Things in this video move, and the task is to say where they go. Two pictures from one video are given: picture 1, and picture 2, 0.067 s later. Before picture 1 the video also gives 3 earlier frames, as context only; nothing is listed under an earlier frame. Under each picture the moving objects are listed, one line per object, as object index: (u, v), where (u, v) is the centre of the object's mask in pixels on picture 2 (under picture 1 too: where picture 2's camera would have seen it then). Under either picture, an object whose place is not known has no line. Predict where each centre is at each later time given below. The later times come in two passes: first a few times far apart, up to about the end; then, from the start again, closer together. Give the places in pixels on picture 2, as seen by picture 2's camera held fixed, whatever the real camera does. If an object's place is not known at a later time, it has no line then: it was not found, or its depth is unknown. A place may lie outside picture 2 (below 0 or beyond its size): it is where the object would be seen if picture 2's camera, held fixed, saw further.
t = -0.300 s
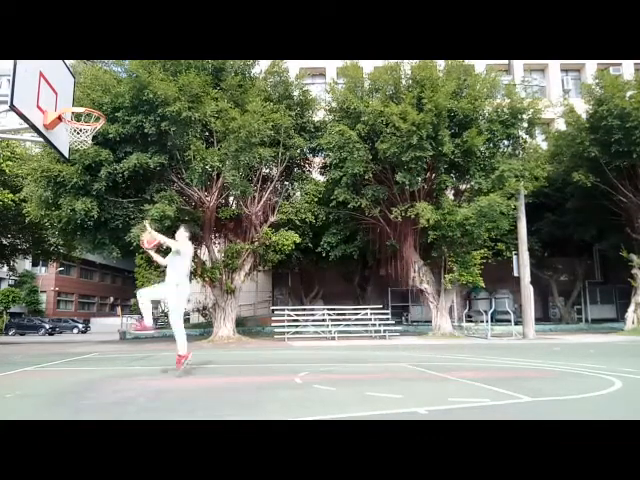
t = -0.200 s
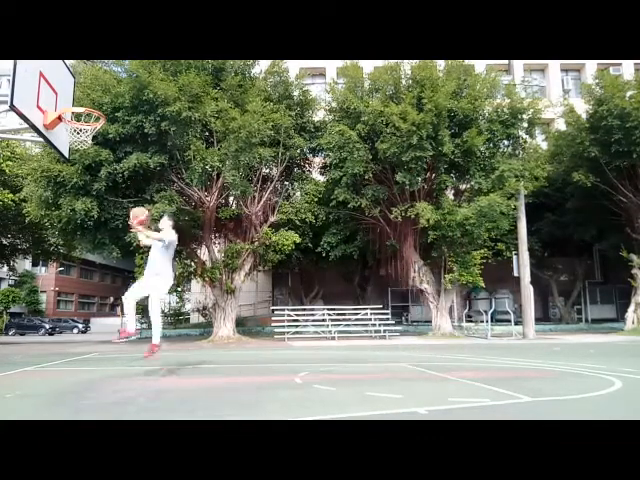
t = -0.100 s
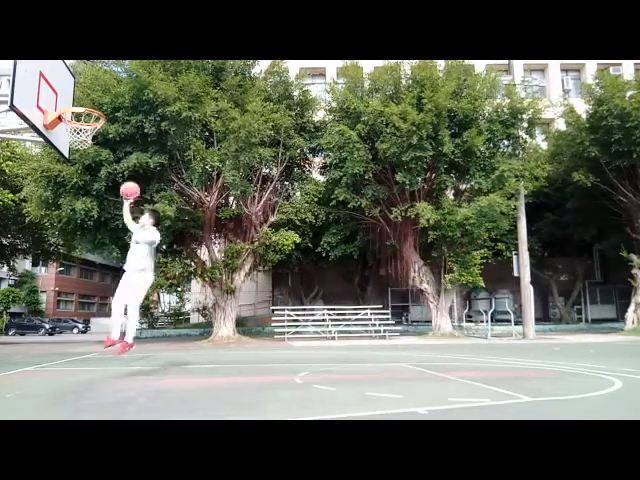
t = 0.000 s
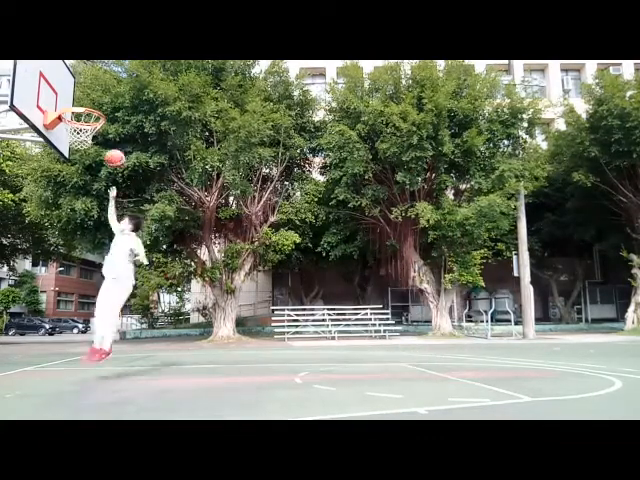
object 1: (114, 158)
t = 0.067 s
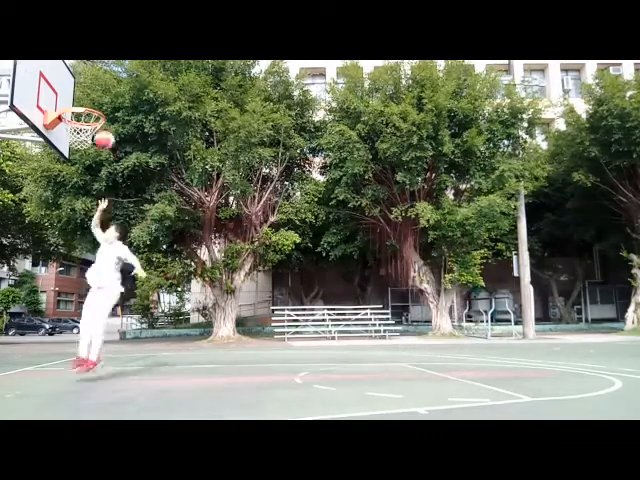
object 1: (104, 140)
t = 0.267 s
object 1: (70, 101)
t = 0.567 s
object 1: (87, 103)
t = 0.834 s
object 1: (70, 97)
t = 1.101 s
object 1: (67, 98)
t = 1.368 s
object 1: (88, 104)
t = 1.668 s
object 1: (72, 132)
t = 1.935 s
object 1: (73, 150)
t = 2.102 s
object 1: (72, 191)
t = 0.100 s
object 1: (102, 135)
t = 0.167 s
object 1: (87, 117)
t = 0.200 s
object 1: (83, 112)
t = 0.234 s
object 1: (76, 102)
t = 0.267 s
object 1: (70, 101)
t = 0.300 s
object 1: (65, 98)
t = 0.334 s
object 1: (68, 97)
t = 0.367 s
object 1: (70, 96)
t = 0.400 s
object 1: (73, 96)
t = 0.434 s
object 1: (75, 96)
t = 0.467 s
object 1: (78, 98)
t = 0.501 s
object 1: (82, 100)
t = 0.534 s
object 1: (85, 102)
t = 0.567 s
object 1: (87, 103)
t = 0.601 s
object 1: (89, 111)
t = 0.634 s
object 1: (90, 114)
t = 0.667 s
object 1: (88, 111)
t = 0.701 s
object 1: (84, 103)
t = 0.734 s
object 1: (79, 100)
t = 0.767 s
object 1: (74, 98)
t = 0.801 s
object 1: (73, 97)
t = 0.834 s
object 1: (70, 97)
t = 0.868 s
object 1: (67, 96)
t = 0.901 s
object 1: (62, 97)
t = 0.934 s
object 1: (57, 97)
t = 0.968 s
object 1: (58, 98)
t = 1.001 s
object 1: (59, 99)
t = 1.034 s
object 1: (60, 99)
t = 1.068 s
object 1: (64, 99)
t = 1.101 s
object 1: (67, 98)
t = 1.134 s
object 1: (70, 97)
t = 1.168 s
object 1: (73, 96)
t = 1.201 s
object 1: (74, 96)
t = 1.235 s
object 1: (75, 96)
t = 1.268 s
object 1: (78, 97)
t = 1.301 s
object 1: (82, 99)
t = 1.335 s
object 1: (85, 101)
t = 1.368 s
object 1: (88, 104)
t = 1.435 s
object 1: (89, 112)
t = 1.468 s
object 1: (91, 116)
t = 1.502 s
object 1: (90, 119)
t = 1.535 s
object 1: (87, 121)
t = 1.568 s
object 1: (84, 122)
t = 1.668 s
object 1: (72, 132)
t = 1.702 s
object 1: (68, 134)
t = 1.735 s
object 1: (69, 134)
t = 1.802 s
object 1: (69, 135)
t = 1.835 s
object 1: (69, 138)
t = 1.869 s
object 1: (71, 142)
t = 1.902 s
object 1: (71, 144)
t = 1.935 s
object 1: (73, 150)
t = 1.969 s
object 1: (72, 156)
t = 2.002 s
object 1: (72, 164)
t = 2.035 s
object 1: (73, 172)
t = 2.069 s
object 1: (72, 181)
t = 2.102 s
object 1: (72, 191)
